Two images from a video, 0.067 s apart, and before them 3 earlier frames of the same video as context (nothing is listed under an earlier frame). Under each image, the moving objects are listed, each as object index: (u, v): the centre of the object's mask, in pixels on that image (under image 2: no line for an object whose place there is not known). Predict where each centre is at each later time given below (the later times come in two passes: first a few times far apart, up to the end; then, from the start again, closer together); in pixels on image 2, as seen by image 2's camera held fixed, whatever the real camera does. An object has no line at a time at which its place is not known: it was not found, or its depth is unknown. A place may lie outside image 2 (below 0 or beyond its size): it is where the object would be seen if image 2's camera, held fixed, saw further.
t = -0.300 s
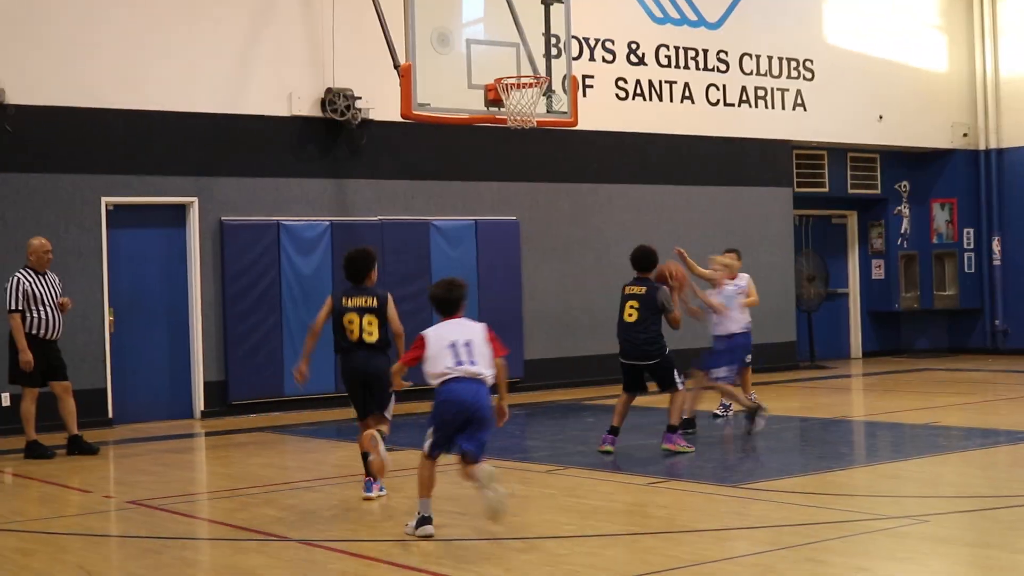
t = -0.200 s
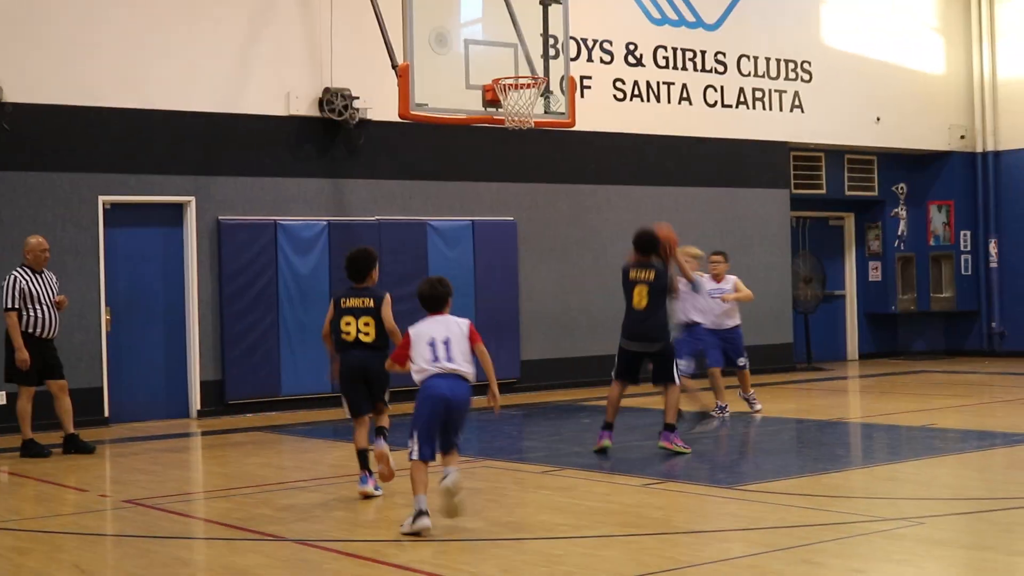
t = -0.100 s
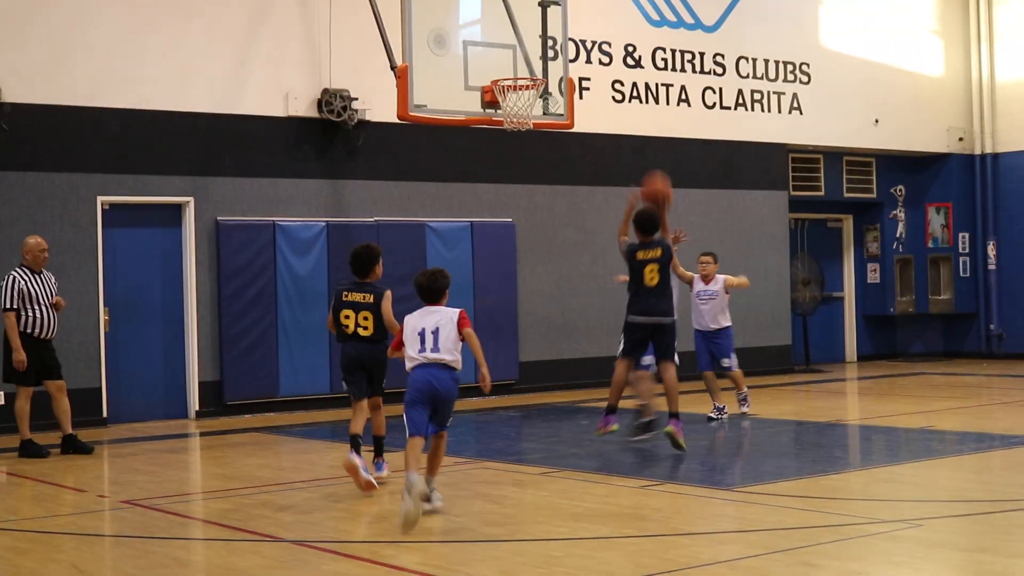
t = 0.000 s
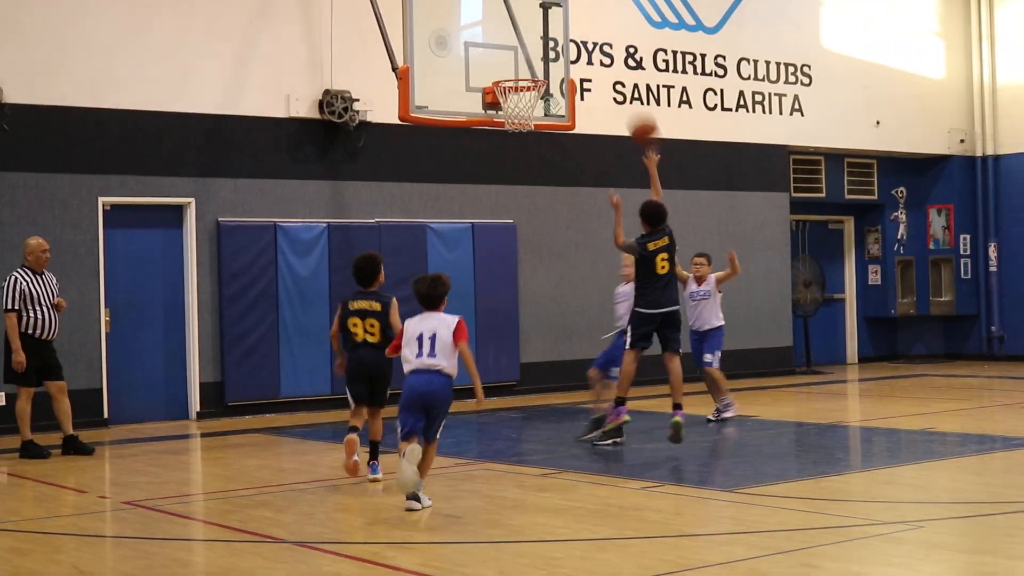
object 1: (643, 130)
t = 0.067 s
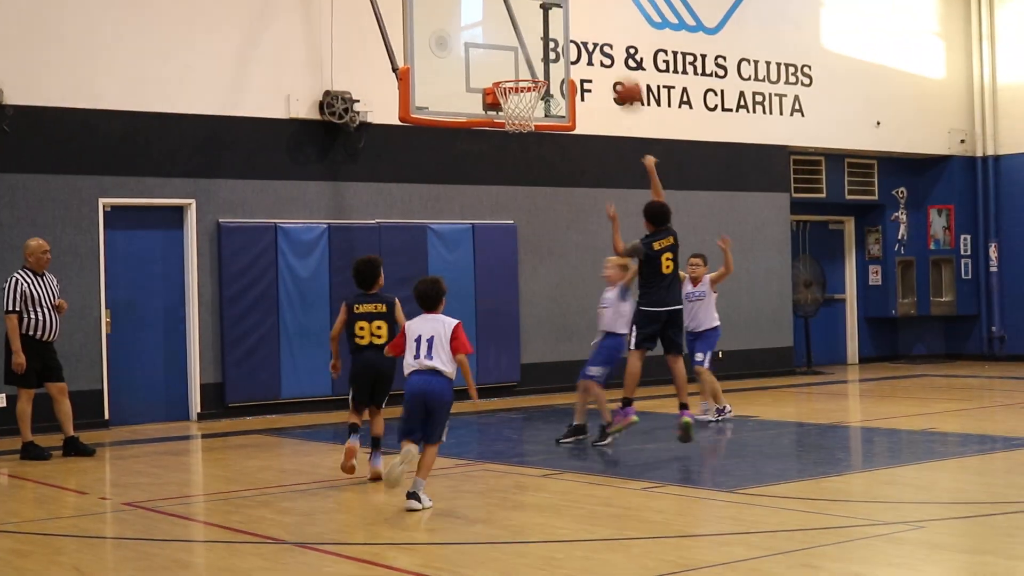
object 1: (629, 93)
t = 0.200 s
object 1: (600, 40)
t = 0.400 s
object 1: (561, 7)
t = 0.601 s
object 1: (527, 22)
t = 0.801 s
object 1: (504, 72)
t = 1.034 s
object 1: (554, 56)
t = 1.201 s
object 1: (593, 79)
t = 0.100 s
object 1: (620, 77)
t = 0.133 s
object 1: (614, 63)
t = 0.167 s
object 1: (607, 51)
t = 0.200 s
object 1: (600, 40)
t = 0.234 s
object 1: (593, 31)
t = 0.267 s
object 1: (586, 23)
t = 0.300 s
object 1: (579, 17)
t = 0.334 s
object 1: (573, 12)
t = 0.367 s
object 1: (567, 9)
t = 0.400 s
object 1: (561, 7)
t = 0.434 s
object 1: (555, 6)
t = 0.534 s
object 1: (538, 12)
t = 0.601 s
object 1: (527, 22)
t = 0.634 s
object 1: (522, 29)
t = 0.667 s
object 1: (517, 37)
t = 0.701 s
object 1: (512, 45)
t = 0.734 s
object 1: (507, 54)
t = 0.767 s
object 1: (502, 66)
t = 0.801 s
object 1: (504, 72)
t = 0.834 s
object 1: (511, 69)
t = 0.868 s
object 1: (518, 64)
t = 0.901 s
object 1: (525, 61)
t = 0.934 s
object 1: (532, 58)
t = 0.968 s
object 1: (539, 56)
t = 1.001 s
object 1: (547, 56)
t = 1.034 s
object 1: (554, 56)
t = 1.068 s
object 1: (562, 58)
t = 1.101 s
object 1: (569, 62)
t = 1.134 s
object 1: (577, 67)
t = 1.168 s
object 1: (585, 73)
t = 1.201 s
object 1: (593, 79)
